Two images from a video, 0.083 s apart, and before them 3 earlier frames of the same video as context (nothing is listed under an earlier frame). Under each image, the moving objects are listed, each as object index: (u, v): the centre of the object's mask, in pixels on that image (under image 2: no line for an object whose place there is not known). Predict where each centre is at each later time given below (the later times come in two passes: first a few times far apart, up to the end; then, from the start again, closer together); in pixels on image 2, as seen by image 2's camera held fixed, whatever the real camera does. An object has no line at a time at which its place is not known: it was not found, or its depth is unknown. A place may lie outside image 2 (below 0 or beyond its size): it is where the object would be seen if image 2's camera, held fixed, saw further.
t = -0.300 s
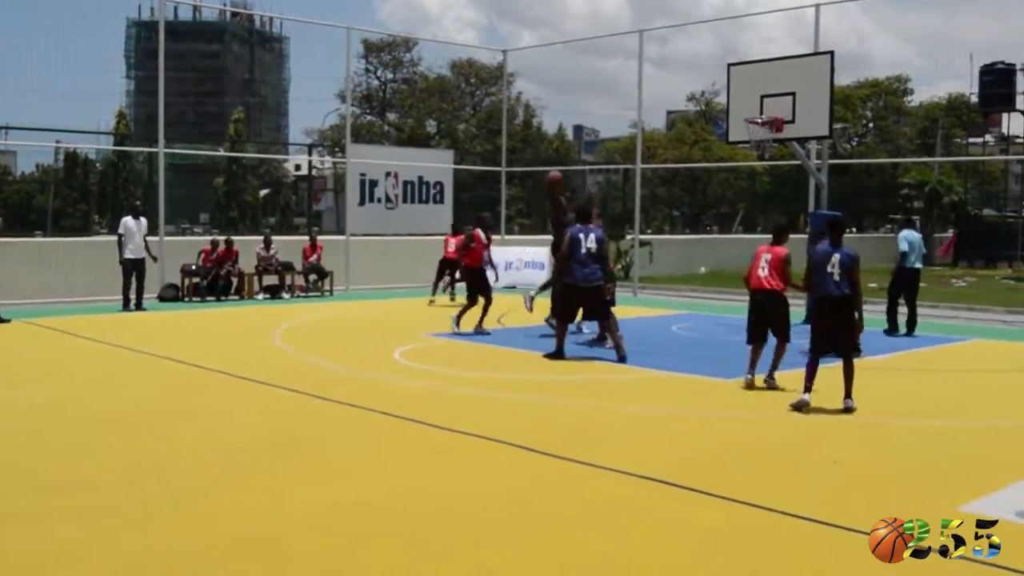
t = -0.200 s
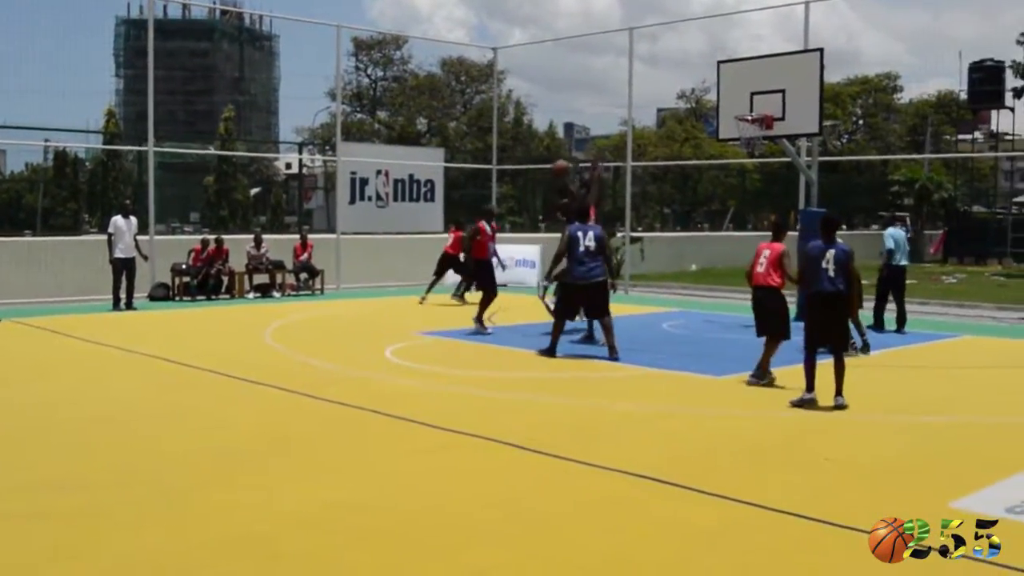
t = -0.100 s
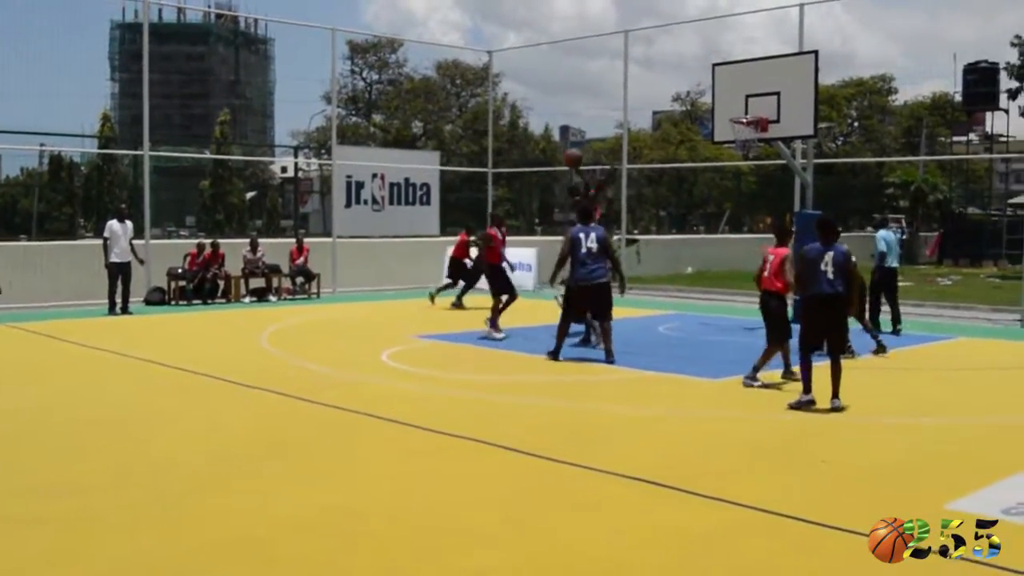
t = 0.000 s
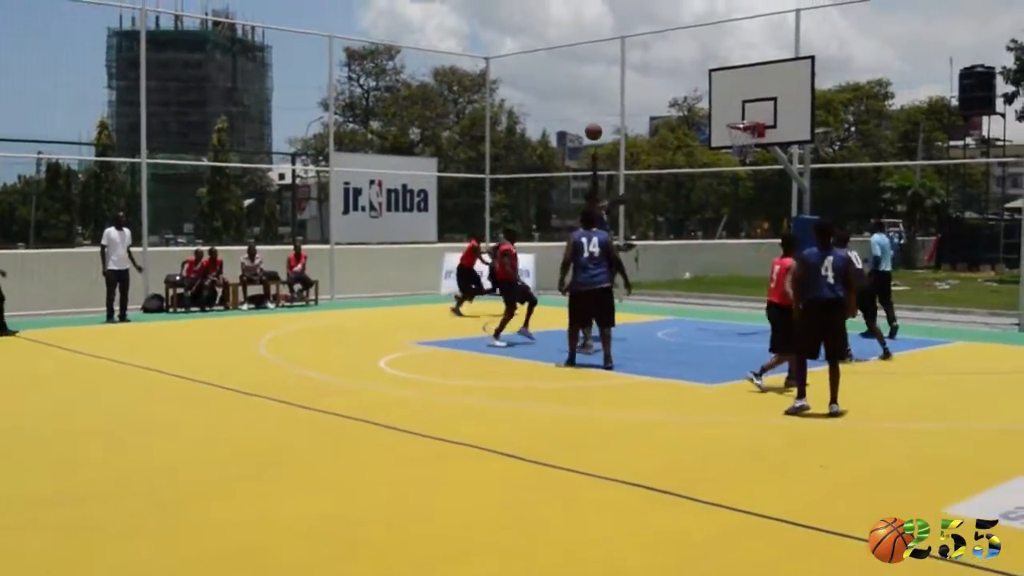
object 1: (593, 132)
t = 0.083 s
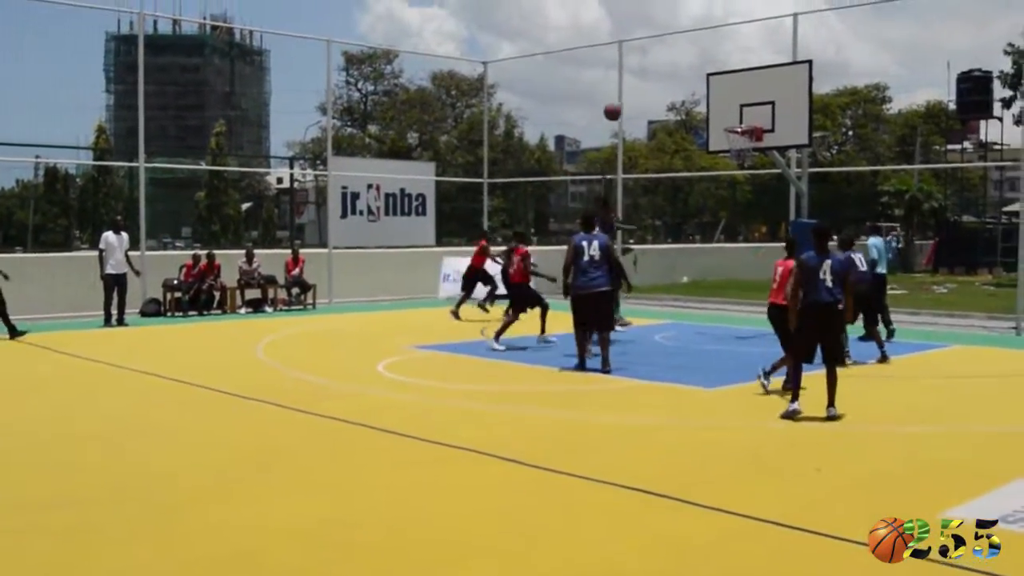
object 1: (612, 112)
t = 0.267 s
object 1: (656, 79)
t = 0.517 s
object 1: (712, 73)
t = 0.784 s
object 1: (743, 108)
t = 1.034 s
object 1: (717, 106)
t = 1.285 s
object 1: (691, 124)
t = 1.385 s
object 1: (682, 143)
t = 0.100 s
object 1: (616, 109)
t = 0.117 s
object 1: (620, 105)
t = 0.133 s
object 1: (624, 101)
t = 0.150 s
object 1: (628, 97)
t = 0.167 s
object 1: (633, 94)
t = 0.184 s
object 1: (637, 91)
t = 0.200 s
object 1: (641, 88)
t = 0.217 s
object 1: (644, 85)
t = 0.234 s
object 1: (648, 83)
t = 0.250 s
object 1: (652, 81)
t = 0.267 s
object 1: (656, 79)
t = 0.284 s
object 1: (660, 77)
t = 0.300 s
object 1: (664, 75)
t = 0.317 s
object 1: (668, 74)
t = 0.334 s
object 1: (671, 73)
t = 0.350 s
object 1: (675, 72)
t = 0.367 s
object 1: (679, 71)
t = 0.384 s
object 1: (682, 70)
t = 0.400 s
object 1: (686, 70)
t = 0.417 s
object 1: (690, 70)
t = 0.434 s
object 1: (694, 70)
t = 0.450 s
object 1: (697, 70)
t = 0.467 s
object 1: (700, 71)
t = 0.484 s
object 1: (704, 71)
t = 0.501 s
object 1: (708, 72)
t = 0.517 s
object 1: (712, 73)
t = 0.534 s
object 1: (715, 74)
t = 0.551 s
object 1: (718, 76)
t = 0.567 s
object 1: (722, 77)
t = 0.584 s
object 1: (725, 79)
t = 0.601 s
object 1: (729, 81)
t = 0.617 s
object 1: (733, 84)
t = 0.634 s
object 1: (736, 86)
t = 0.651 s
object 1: (740, 89)
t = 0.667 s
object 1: (743, 91)
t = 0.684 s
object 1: (747, 94)
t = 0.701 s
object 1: (750, 96)
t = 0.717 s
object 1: (749, 98)
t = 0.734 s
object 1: (747, 100)
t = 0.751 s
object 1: (746, 102)
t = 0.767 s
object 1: (743, 106)
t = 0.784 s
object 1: (743, 108)
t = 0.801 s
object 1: (741, 111)
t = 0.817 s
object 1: (739, 114)
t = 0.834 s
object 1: (738, 118)
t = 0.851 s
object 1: (736, 119)
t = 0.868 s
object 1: (735, 117)
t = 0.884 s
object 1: (733, 116)
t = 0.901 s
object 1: (731, 113)
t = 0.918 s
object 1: (729, 112)
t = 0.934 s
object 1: (728, 110)
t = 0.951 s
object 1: (725, 109)
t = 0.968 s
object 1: (724, 108)
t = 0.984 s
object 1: (722, 107)
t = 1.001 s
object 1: (721, 106)
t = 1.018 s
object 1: (719, 106)
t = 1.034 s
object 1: (717, 106)
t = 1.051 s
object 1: (715, 106)
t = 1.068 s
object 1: (713, 106)
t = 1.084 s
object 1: (712, 106)
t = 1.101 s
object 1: (710, 107)
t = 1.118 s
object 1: (709, 107)
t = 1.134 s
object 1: (706, 108)
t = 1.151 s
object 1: (705, 108)
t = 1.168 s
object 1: (703, 110)
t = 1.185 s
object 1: (702, 111)
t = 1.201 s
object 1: (700, 113)
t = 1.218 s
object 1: (697, 115)
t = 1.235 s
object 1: (696, 118)
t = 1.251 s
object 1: (693, 119)
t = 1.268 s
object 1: (694, 123)
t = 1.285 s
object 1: (691, 124)
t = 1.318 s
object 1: (687, 127)
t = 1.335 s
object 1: (684, 132)
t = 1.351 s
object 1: (683, 136)
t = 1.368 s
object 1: (682, 140)
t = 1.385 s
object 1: (682, 143)
